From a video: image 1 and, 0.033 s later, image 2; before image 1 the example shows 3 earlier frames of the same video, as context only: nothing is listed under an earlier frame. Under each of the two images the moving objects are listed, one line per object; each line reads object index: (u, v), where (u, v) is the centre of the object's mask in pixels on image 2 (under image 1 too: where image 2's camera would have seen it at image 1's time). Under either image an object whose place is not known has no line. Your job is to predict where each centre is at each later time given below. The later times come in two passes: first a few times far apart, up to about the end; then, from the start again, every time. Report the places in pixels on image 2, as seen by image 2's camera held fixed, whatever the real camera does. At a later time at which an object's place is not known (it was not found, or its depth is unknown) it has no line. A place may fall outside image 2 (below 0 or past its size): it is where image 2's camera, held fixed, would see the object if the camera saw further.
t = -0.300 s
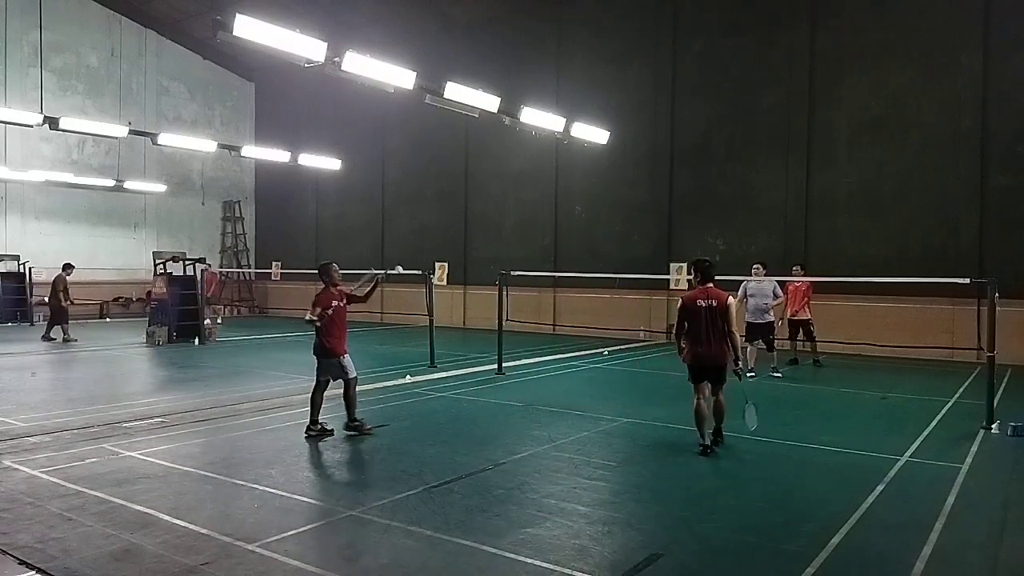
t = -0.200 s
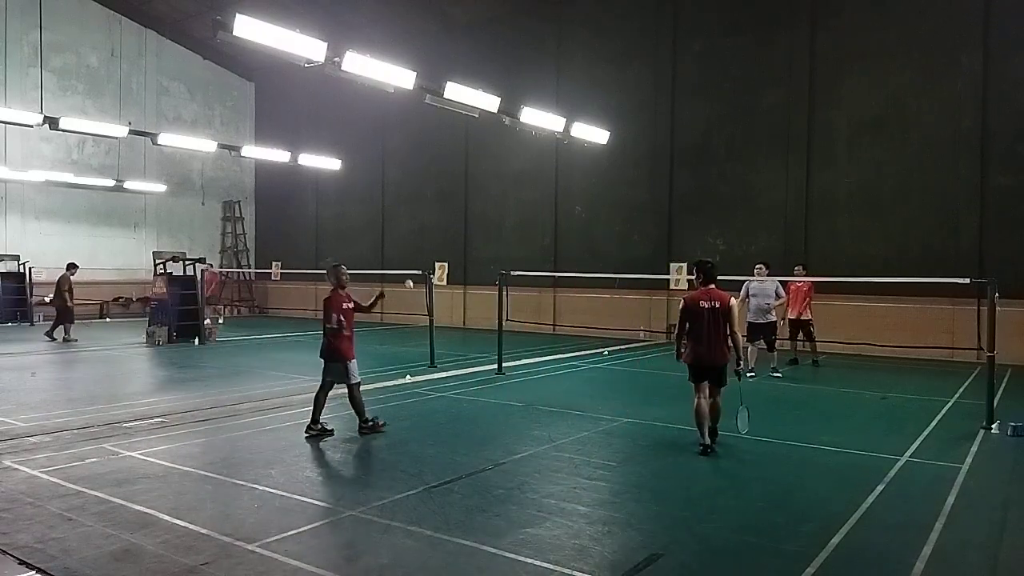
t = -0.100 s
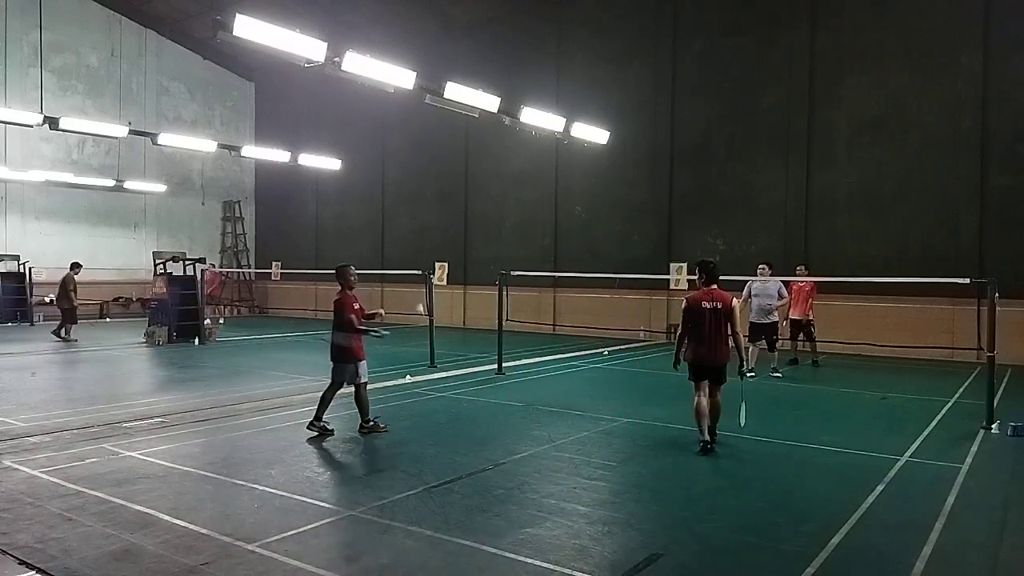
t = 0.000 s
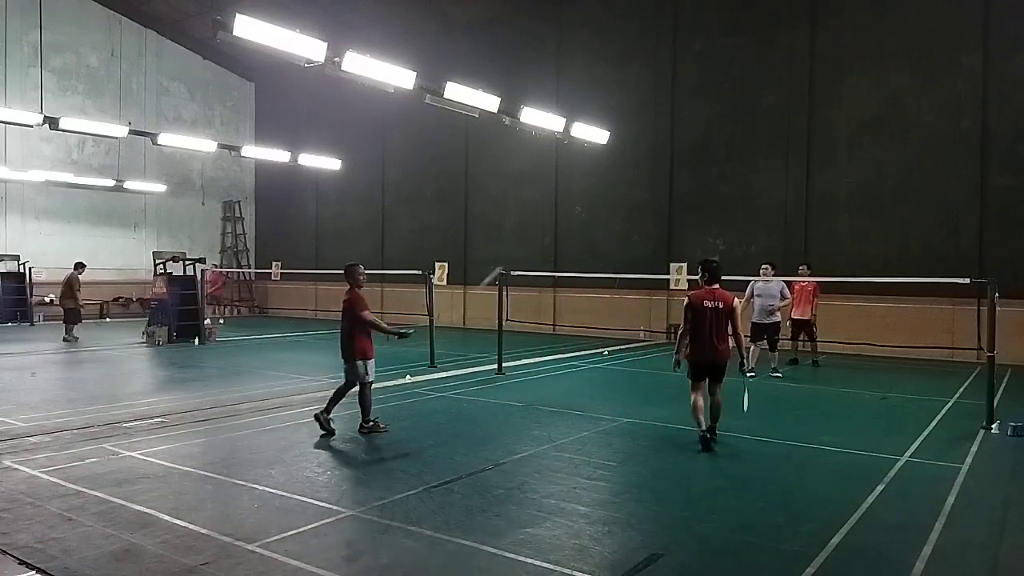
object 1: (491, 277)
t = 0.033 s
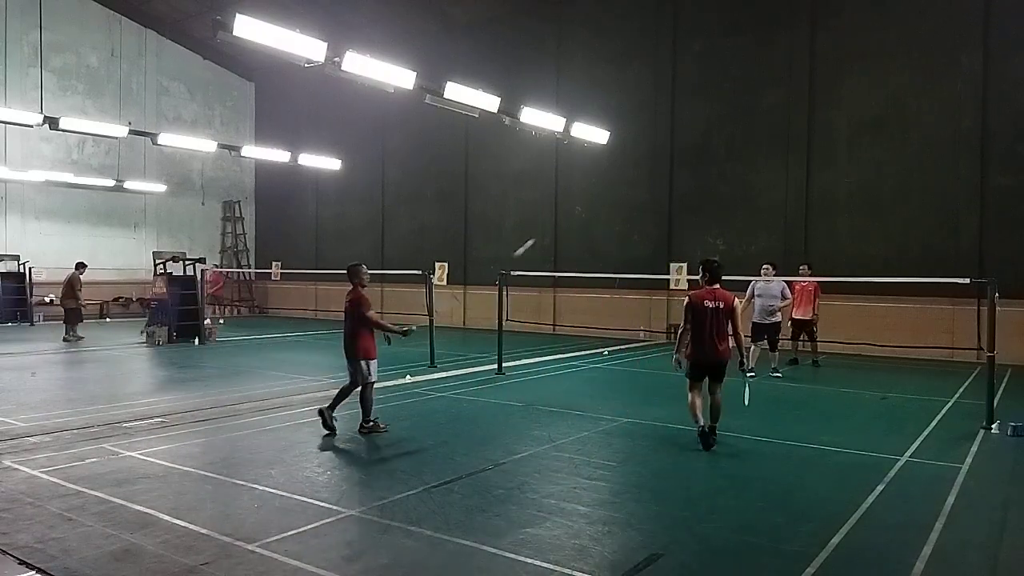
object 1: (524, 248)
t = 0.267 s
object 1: (653, 155)
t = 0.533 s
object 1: (718, 146)
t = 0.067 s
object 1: (551, 225)
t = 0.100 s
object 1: (574, 207)
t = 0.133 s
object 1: (594, 191)
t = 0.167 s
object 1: (612, 179)
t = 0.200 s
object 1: (626, 170)
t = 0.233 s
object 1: (640, 162)
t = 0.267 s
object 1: (653, 155)
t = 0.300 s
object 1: (663, 151)
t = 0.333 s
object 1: (673, 147)
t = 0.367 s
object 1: (682, 145)
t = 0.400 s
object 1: (690, 143)
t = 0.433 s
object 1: (697, 143)
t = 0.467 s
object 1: (705, 143)
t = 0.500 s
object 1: (712, 144)
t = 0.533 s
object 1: (718, 146)
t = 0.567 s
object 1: (724, 149)
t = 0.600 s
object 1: (730, 151)
